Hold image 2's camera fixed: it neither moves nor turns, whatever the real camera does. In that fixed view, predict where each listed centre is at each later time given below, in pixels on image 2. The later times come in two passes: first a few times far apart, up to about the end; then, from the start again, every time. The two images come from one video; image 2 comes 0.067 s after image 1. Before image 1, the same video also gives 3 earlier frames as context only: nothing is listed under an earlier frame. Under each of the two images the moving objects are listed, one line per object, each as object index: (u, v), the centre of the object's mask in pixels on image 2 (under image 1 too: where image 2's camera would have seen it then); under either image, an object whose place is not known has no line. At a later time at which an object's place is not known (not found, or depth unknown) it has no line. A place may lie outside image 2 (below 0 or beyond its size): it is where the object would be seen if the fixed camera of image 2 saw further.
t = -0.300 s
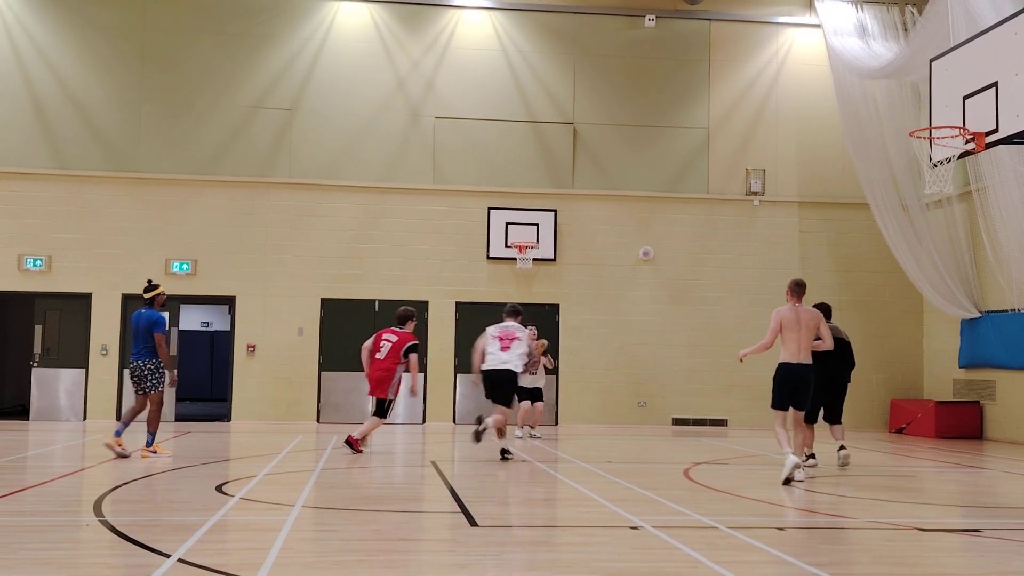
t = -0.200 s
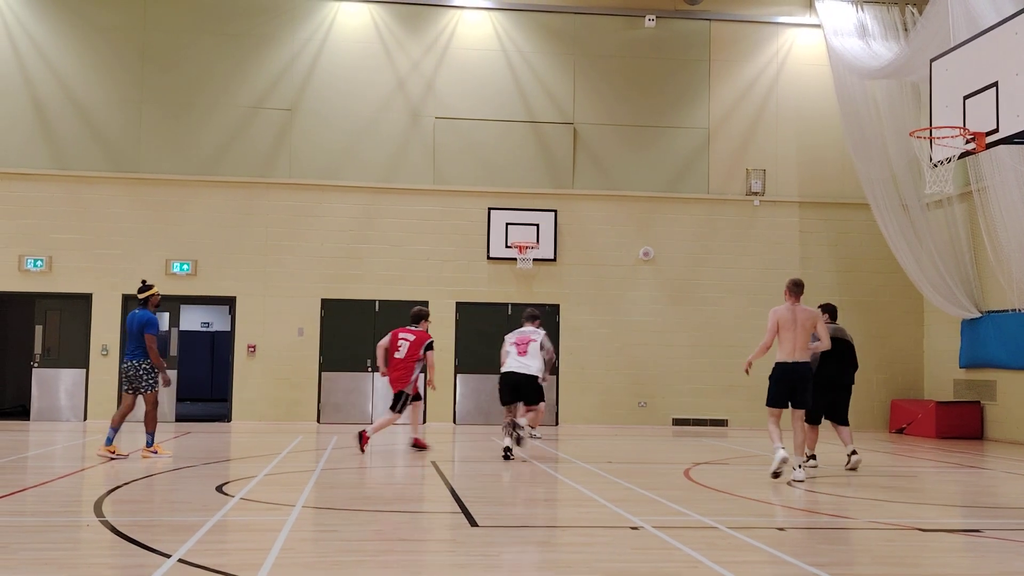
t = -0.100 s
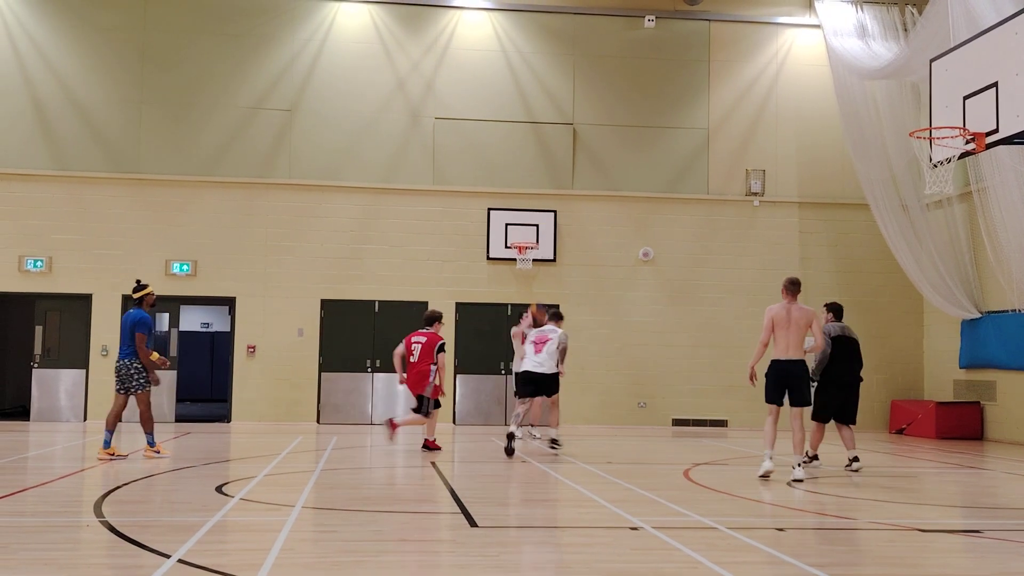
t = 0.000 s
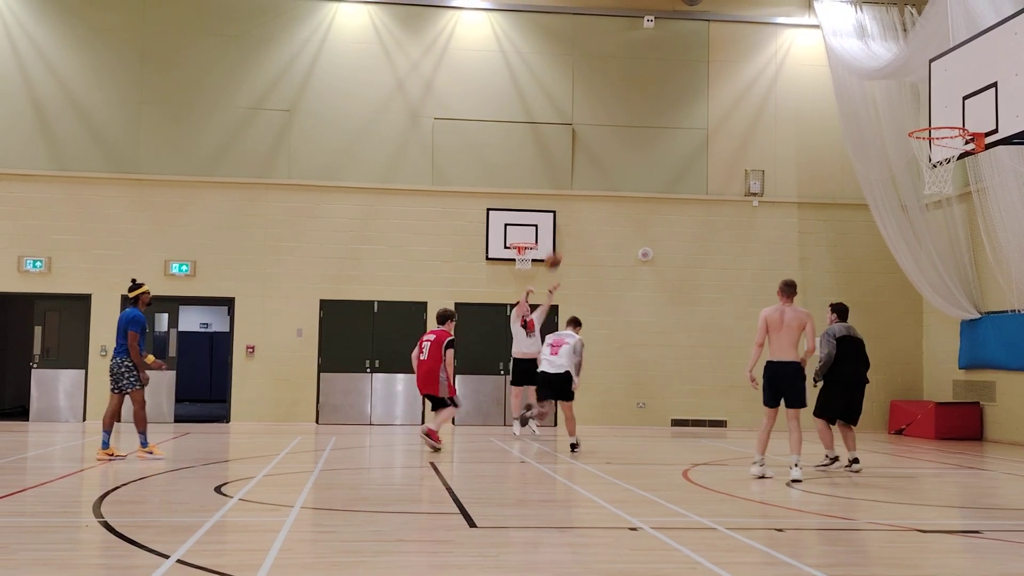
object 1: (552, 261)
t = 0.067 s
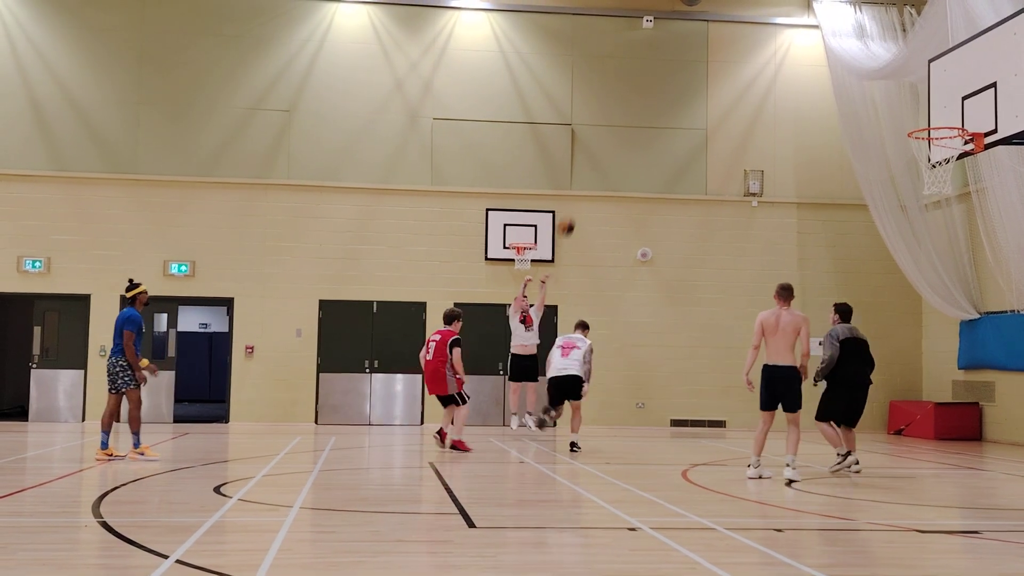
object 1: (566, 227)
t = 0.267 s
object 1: (612, 137)
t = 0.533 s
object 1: (680, 52)
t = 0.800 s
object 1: (761, 13)
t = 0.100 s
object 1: (573, 210)
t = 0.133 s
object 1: (581, 193)
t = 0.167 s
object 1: (588, 179)
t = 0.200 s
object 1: (596, 165)
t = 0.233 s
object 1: (603, 151)
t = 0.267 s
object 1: (612, 137)
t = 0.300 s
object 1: (620, 124)
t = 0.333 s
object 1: (628, 112)
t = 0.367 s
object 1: (636, 101)
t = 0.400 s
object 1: (644, 89)
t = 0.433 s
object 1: (653, 79)
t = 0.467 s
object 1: (662, 69)
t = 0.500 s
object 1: (670, 60)
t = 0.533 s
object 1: (680, 52)
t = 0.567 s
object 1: (690, 44)
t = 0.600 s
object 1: (698, 37)
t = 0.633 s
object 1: (709, 30)
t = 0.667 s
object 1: (719, 25)
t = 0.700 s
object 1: (729, 21)
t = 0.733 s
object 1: (739, 17)
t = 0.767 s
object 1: (750, 14)
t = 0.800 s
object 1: (761, 13)
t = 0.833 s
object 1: (772, 12)
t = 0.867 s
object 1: (784, 12)
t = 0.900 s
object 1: (796, 14)
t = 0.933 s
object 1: (808, 16)
